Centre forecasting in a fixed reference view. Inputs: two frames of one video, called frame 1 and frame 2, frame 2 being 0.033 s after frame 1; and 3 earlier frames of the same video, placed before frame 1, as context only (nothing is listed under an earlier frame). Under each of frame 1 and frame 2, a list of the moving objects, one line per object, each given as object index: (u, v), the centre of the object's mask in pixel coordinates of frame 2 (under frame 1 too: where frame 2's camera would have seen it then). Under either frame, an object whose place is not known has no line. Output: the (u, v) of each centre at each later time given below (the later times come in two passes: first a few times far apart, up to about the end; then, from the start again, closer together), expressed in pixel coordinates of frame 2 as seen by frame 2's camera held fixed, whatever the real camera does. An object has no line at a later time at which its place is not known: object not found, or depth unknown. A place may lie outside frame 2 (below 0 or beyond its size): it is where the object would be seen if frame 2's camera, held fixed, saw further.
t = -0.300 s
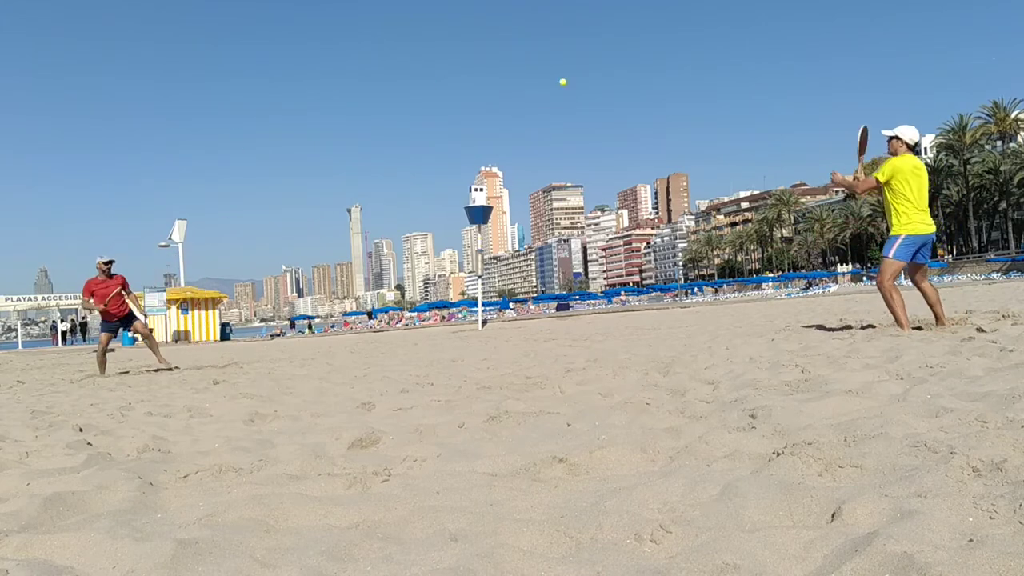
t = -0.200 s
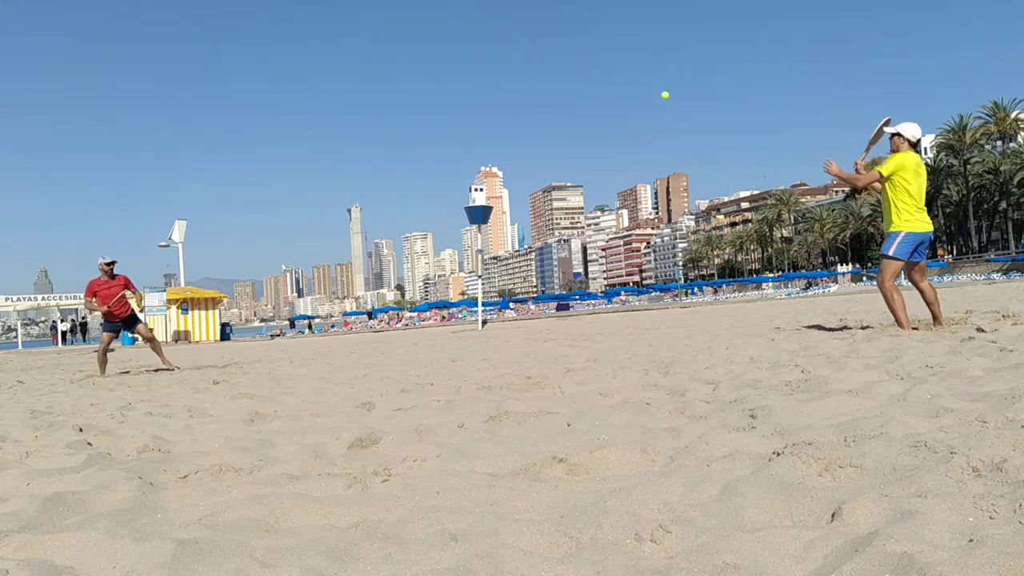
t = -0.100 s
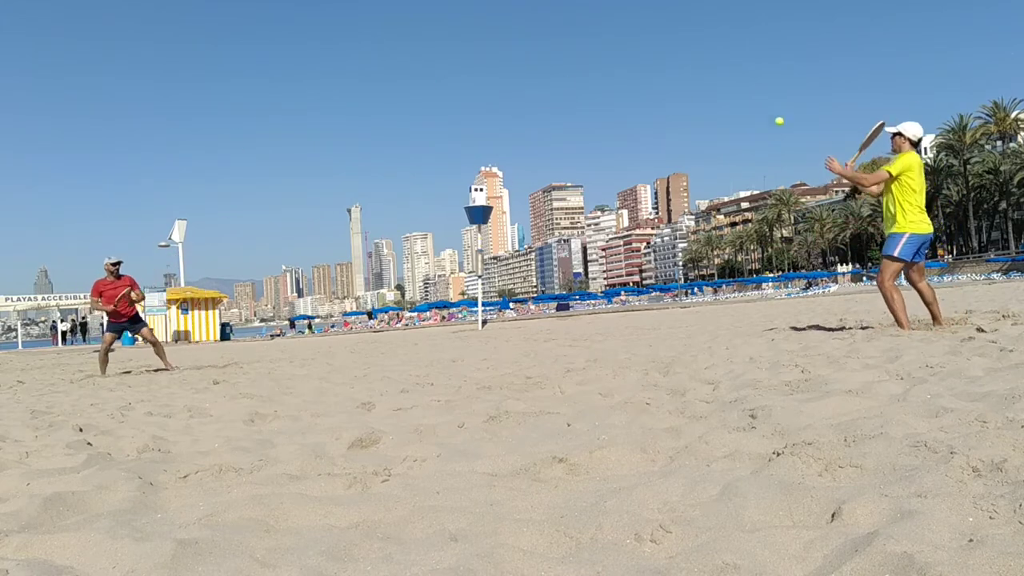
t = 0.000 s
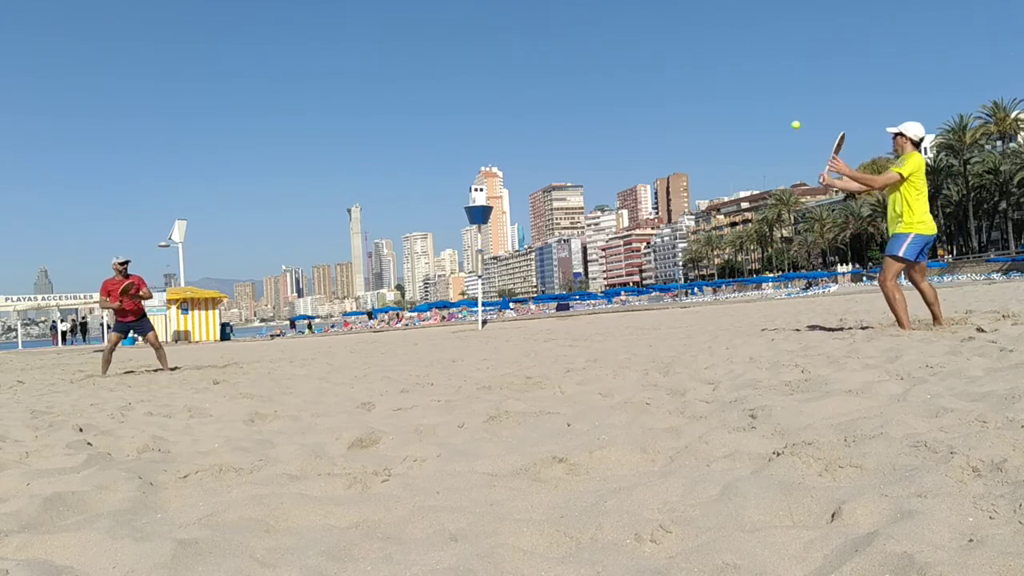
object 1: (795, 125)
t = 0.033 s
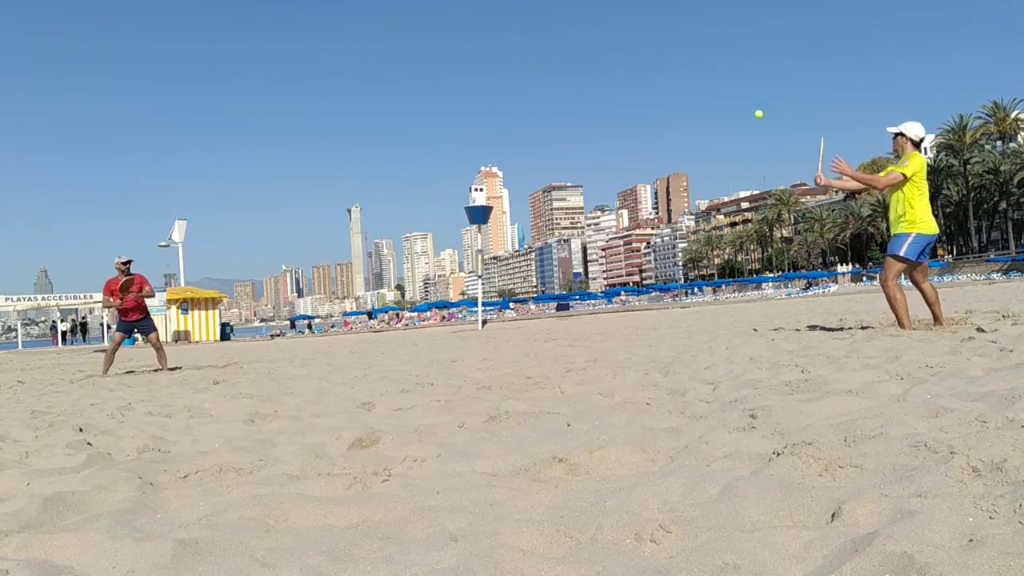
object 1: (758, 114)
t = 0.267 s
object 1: (545, 80)
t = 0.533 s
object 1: (365, 106)
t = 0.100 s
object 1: (690, 97)
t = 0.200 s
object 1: (599, 83)
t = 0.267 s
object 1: (545, 80)
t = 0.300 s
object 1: (519, 80)
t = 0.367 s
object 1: (471, 83)
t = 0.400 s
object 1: (448, 86)
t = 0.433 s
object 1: (426, 90)
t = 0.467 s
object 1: (405, 94)
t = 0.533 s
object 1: (365, 106)
